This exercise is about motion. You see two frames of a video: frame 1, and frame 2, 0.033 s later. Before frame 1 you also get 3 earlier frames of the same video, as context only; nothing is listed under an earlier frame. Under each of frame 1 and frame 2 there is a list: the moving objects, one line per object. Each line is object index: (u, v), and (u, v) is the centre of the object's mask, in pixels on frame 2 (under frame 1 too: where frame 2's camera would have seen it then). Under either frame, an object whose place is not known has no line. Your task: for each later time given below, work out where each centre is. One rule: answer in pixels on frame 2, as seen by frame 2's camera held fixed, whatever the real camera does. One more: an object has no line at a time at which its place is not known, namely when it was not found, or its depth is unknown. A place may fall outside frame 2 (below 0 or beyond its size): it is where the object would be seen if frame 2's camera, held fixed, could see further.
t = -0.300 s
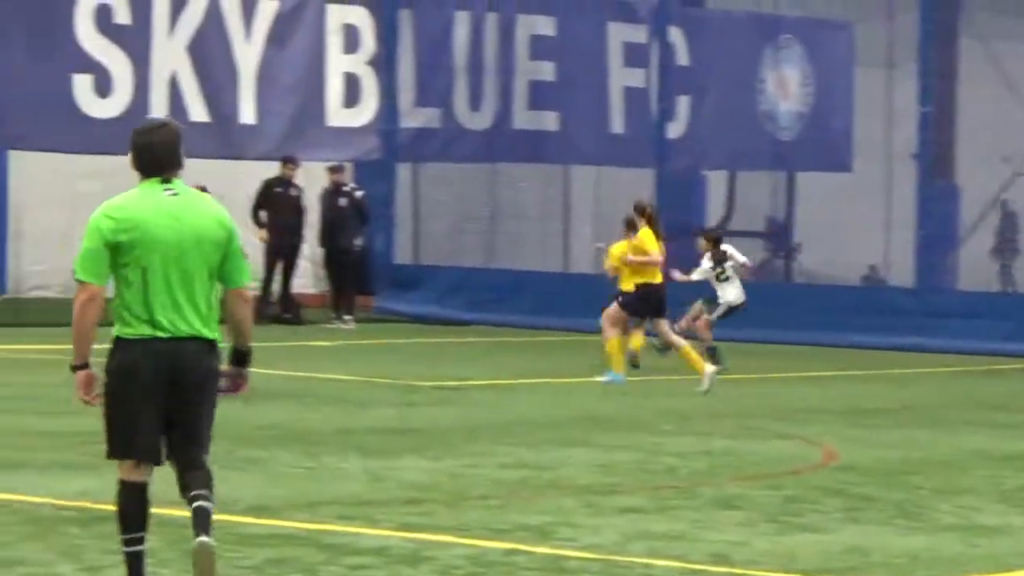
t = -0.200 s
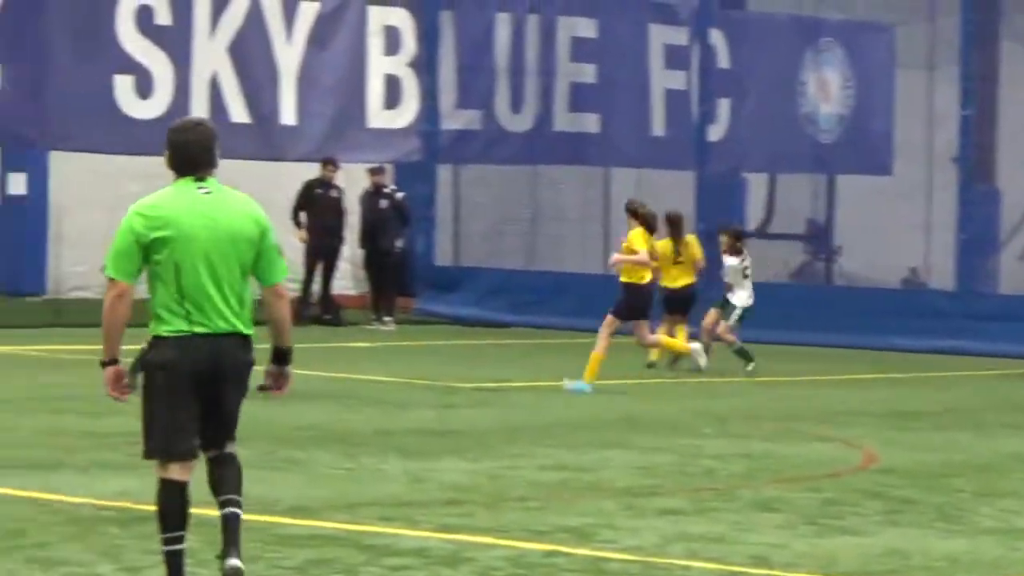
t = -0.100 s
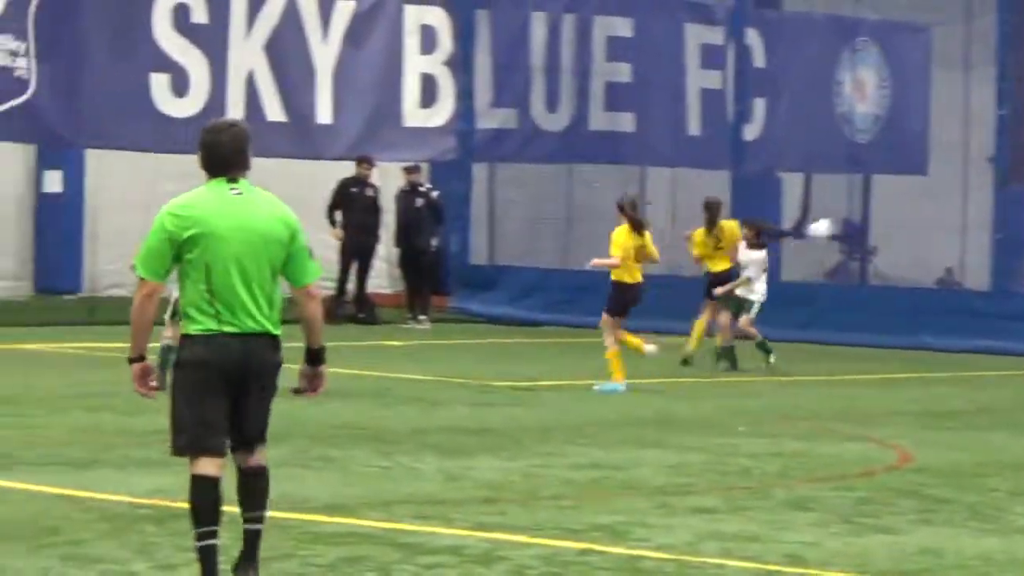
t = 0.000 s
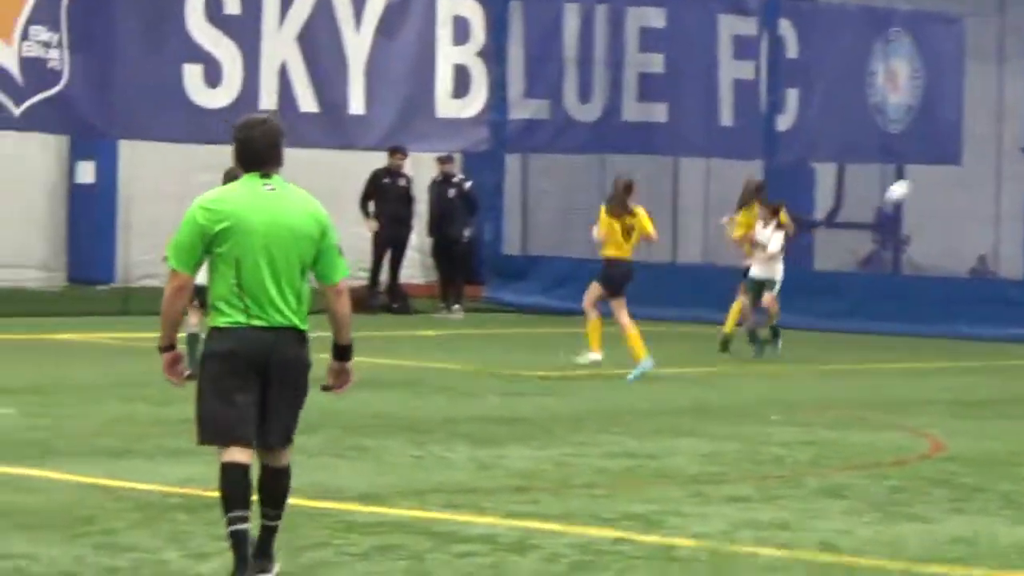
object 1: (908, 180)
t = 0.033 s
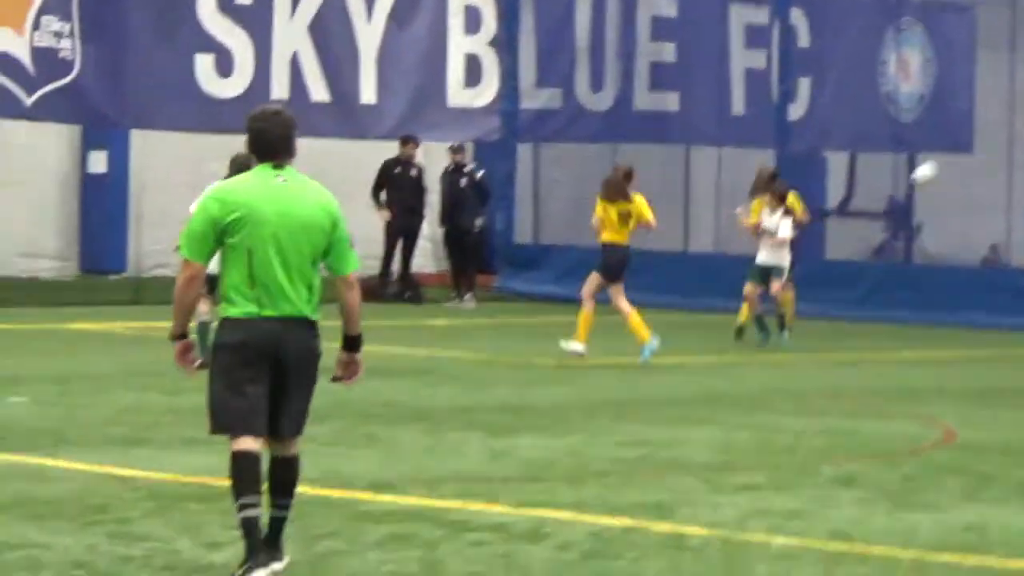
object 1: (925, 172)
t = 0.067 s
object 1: (936, 167)
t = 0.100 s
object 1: (951, 161)
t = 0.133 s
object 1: (964, 158)
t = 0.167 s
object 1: (971, 157)
